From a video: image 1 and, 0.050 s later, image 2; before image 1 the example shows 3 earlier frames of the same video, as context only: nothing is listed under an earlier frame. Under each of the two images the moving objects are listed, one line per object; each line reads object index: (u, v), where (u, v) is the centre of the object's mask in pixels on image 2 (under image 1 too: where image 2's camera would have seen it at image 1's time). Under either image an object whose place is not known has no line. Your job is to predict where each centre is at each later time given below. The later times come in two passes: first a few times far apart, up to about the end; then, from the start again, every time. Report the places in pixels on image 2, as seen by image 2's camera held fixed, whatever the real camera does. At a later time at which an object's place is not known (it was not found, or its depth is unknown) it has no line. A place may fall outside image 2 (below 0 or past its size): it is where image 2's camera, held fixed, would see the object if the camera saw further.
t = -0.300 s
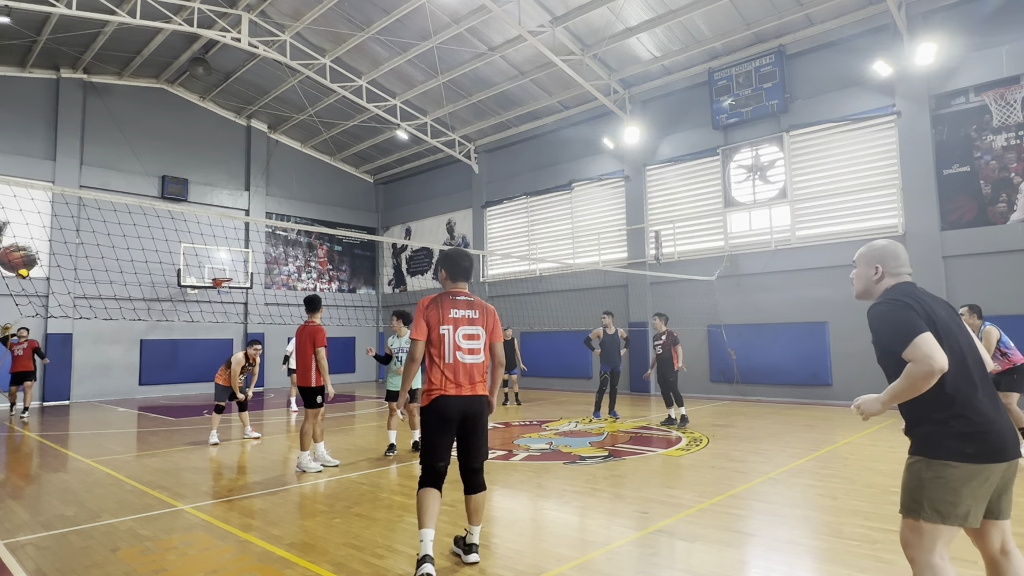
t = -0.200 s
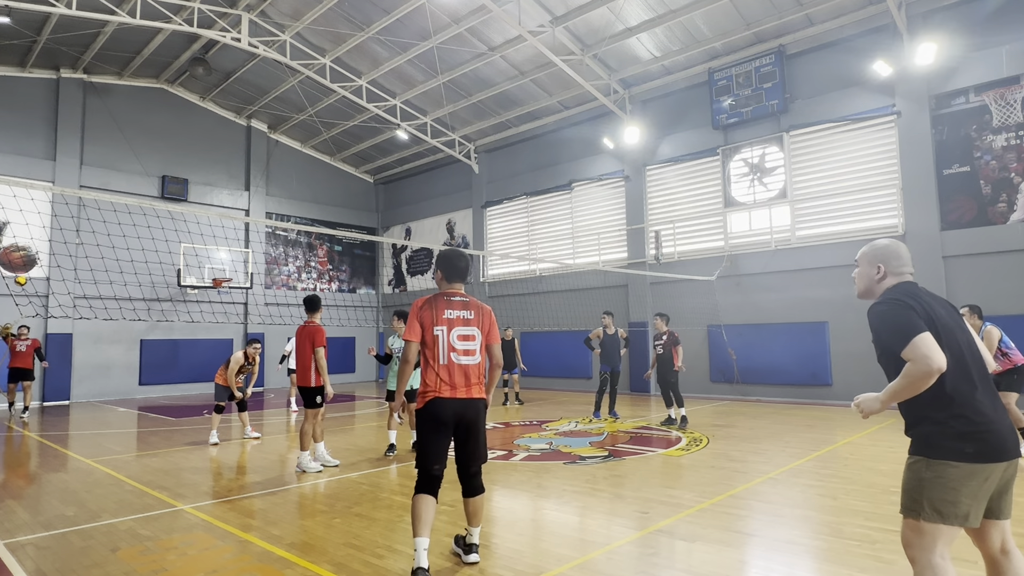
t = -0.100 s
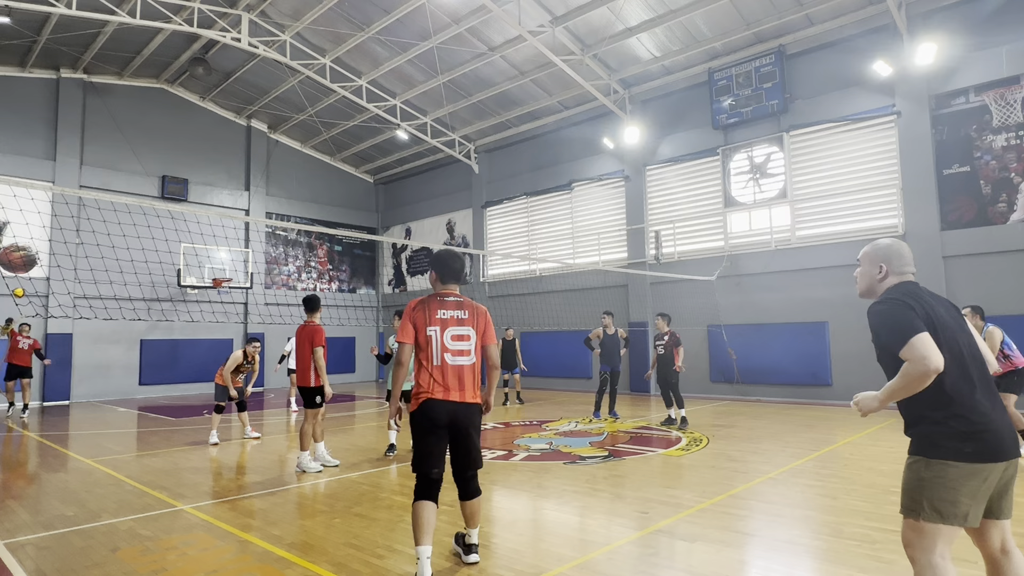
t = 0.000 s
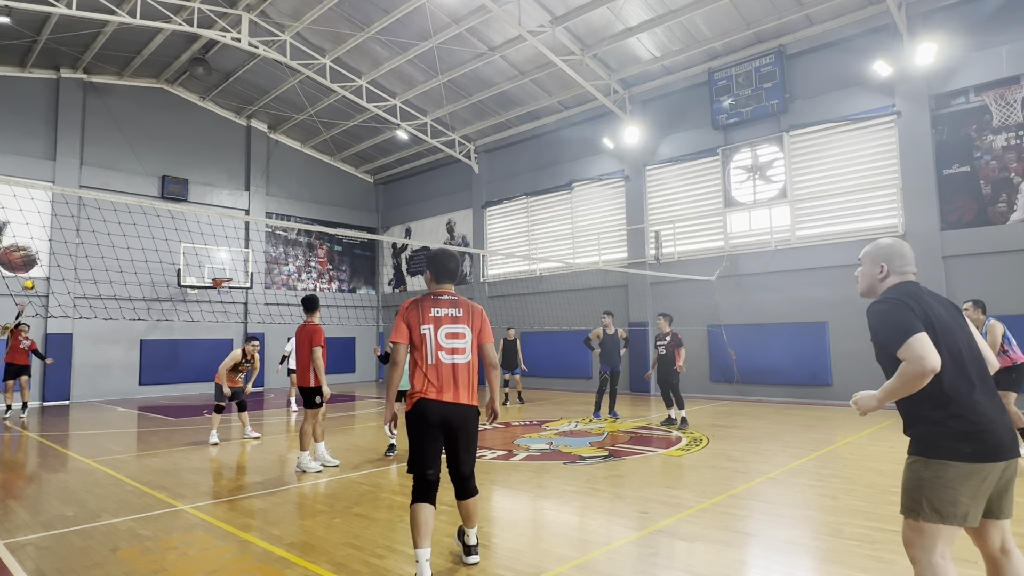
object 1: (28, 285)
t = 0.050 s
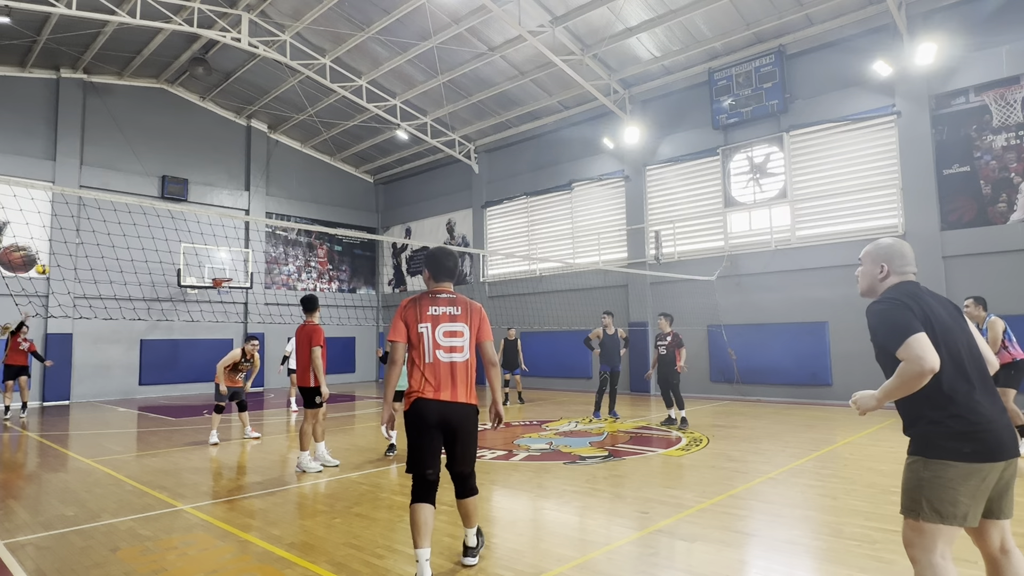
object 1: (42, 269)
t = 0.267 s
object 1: (109, 208)
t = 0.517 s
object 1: (217, 153)
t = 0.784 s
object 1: (391, 138)
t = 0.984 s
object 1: (616, 196)
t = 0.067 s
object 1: (46, 264)
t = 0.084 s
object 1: (50, 259)
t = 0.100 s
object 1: (56, 254)
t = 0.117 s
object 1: (60, 249)
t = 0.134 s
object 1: (65, 244)
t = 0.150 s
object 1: (70, 239)
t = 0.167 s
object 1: (76, 235)
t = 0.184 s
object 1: (81, 230)
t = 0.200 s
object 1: (86, 226)
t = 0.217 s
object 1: (92, 221)
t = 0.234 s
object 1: (97, 217)
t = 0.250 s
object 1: (104, 212)
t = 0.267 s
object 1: (109, 208)
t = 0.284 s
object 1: (116, 206)
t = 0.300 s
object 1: (122, 199)
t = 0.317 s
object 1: (128, 193)
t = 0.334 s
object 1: (135, 191)
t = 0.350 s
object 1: (141, 187)
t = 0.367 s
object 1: (148, 184)
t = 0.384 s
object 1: (155, 179)
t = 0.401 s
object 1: (163, 176)
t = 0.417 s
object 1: (169, 172)
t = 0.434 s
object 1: (178, 169)
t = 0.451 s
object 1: (185, 165)
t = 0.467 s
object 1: (193, 162)
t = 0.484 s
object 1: (200, 158)
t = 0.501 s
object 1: (209, 155)
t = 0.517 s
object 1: (217, 153)
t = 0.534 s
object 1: (226, 149)
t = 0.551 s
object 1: (235, 147)
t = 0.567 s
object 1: (244, 145)
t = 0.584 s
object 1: (253, 143)
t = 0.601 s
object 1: (262, 141)
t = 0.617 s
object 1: (273, 139)
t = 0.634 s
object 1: (283, 137)
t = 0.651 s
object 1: (294, 136)
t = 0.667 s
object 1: (305, 136)
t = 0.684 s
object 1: (316, 135)
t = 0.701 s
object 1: (328, 134)
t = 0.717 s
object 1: (340, 134)
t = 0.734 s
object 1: (352, 134)
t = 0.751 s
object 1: (364, 134)
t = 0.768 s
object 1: (378, 135)
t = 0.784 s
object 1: (391, 138)
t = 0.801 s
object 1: (406, 139)
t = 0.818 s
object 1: (420, 141)
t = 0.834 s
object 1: (435, 143)
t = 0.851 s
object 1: (452, 146)
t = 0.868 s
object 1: (470, 150)
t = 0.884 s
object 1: (487, 154)
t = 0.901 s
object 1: (506, 160)
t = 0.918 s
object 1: (525, 165)
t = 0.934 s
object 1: (545, 172)
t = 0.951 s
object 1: (567, 178)
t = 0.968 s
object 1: (589, 186)
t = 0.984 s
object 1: (616, 196)
